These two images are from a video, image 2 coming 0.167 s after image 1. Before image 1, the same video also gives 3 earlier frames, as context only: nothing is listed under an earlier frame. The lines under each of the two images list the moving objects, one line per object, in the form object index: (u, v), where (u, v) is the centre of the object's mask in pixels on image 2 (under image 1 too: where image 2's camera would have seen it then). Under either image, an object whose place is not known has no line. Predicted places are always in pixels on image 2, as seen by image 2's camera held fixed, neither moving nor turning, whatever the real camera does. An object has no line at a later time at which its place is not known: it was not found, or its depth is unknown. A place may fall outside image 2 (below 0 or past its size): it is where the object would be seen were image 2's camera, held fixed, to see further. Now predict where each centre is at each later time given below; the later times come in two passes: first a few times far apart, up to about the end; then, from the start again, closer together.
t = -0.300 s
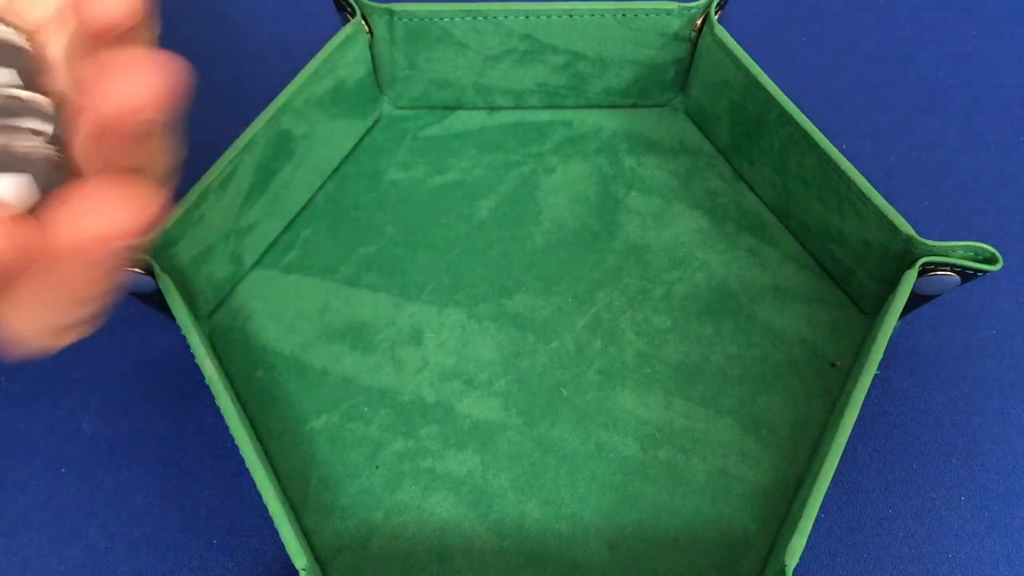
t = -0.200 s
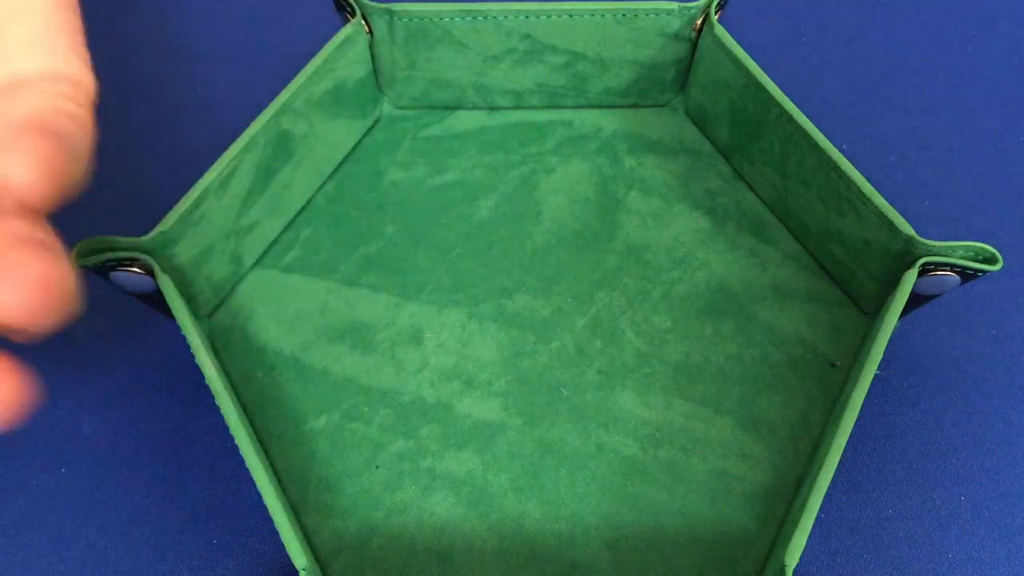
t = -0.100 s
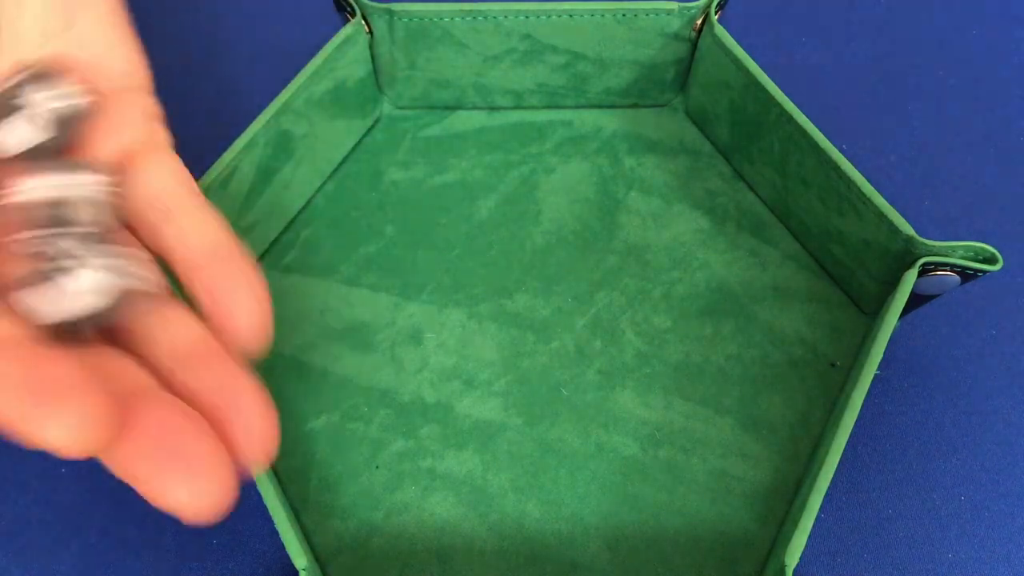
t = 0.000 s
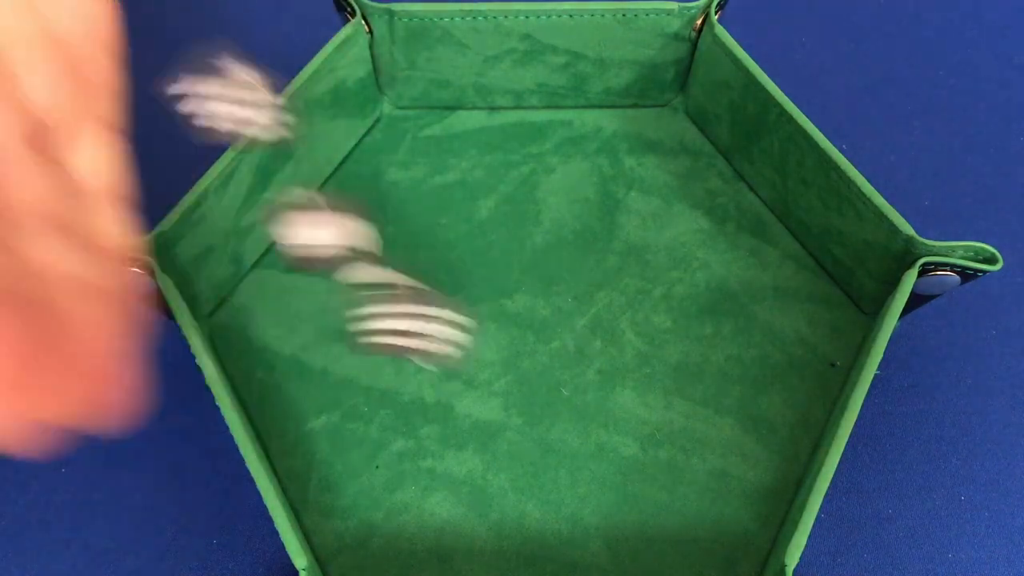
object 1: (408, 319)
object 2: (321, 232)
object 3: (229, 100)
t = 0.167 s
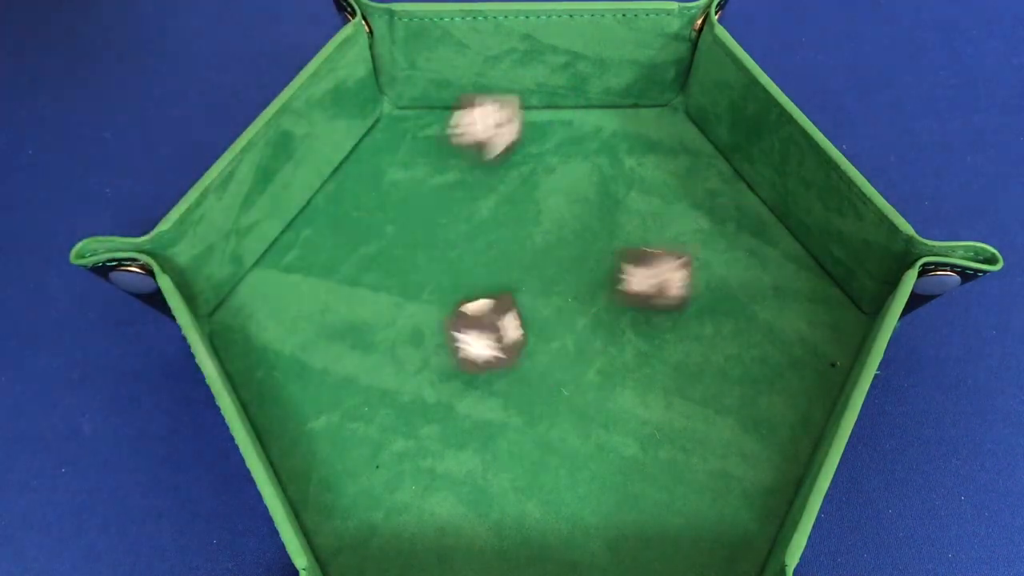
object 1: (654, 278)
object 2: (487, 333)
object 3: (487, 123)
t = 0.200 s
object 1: (692, 259)
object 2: (503, 342)
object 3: (520, 106)
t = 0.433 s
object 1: (727, 266)
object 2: (542, 363)
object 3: (596, 117)
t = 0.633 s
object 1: (721, 271)
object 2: (542, 363)
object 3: (596, 117)
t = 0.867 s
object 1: (721, 271)
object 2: (542, 363)
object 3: (596, 117)
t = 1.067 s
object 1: (721, 271)
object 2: (542, 363)
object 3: (596, 116)
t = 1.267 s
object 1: (721, 271)
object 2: (542, 363)
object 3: (596, 116)
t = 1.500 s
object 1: (722, 271)
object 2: (541, 363)
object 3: (596, 116)
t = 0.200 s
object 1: (692, 259)
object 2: (503, 342)
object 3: (520, 106)
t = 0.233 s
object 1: (736, 237)
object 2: (523, 353)
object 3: (550, 111)
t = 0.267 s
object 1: (769, 228)
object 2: (536, 362)
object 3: (572, 117)
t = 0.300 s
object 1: (764, 234)
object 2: (542, 364)
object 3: (586, 113)
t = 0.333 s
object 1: (755, 238)
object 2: (542, 363)
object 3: (596, 115)
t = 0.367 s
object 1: (740, 244)
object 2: (542, 363)
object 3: (596, 117)
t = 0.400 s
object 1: (727, 253)
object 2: (542, 363)
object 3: (596, 117)
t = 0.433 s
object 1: (727, 266)
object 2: (542, 363)
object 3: (596, 117)
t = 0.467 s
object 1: (723, 271)
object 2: (542, 363)
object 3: (596, 117)
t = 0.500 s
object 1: (721, 271)
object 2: (542, 363)
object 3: (596, 117)
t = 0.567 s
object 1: (722, 271)
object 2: (542, 363)
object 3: (596, 117)
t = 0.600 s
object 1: (722, 271)
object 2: (542, 363)
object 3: (597, 117)
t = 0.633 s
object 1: (721, 271)
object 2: (542, 363)
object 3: (596, 117)
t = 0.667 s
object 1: (721, 271)
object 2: (542, 363)
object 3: (596, 117)
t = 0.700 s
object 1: (722, 271)
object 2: (542, 363)
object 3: (596, 117)
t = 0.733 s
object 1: (721, 271)
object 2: (542, 363)
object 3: (596, 117)
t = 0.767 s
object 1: (721, 271)
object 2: (542, 363)
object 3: (596, 116)
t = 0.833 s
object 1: (722, 271)
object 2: (542, 364)
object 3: (597, 116)
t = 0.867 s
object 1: (721, 271)
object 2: (542, 363)
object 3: (596, 117)
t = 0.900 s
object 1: (721, 271)
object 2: (542, 363)
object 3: (596, 116)
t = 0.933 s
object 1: (721, 271)
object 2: (542, 363)
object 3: (597, 117)
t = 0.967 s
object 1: (721, 271)
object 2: (542, 363)
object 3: (596, 117)
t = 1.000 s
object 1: (721, 271)
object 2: (542, 363)
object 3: (596, 116)
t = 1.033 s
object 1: (722, 271)
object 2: (542, 363)
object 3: (596, 117)
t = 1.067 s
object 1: (721, 271)
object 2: (542, 363)
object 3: (596, 116)
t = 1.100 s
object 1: (721, 271)
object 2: (541, 363)
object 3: (596, 116)
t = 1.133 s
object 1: (721, 271)
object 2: (542, 363)
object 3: (596, 116)
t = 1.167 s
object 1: (721, 271)
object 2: (542, 363)
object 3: (596, 116)
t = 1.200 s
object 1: (721, 271)
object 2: (541, 363)
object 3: (596, 116)
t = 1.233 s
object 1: (721, 271)
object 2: (542, 363)
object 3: (596, 116)
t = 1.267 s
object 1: (721, 271)
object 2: (542, 363)
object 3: (596, 116)
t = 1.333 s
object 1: (722, 271)
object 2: (542, 363)
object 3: (596, 116)
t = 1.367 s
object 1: (722, 271)
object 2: (542, 363)
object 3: (596, 116)
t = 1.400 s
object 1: (722, 271)
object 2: (542, 363)
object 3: (596, 116)
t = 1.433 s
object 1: (722, 271)
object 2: (542, 363)
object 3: (596, 116)
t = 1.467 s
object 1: (722, 271)
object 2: (542, 363)
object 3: (596, 116)
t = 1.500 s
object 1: (722, 271)
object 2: (541, 363)
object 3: (596, 116)
